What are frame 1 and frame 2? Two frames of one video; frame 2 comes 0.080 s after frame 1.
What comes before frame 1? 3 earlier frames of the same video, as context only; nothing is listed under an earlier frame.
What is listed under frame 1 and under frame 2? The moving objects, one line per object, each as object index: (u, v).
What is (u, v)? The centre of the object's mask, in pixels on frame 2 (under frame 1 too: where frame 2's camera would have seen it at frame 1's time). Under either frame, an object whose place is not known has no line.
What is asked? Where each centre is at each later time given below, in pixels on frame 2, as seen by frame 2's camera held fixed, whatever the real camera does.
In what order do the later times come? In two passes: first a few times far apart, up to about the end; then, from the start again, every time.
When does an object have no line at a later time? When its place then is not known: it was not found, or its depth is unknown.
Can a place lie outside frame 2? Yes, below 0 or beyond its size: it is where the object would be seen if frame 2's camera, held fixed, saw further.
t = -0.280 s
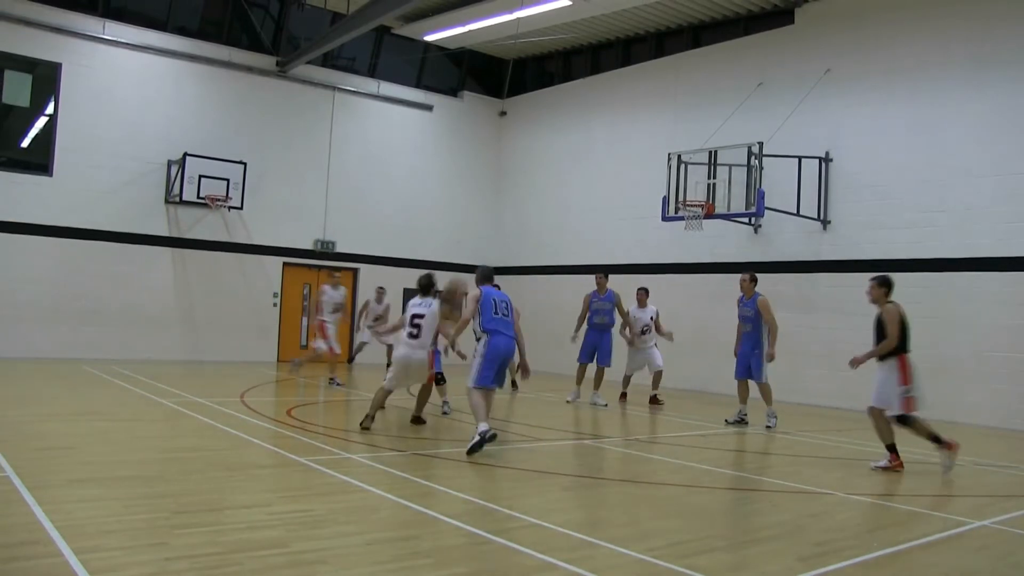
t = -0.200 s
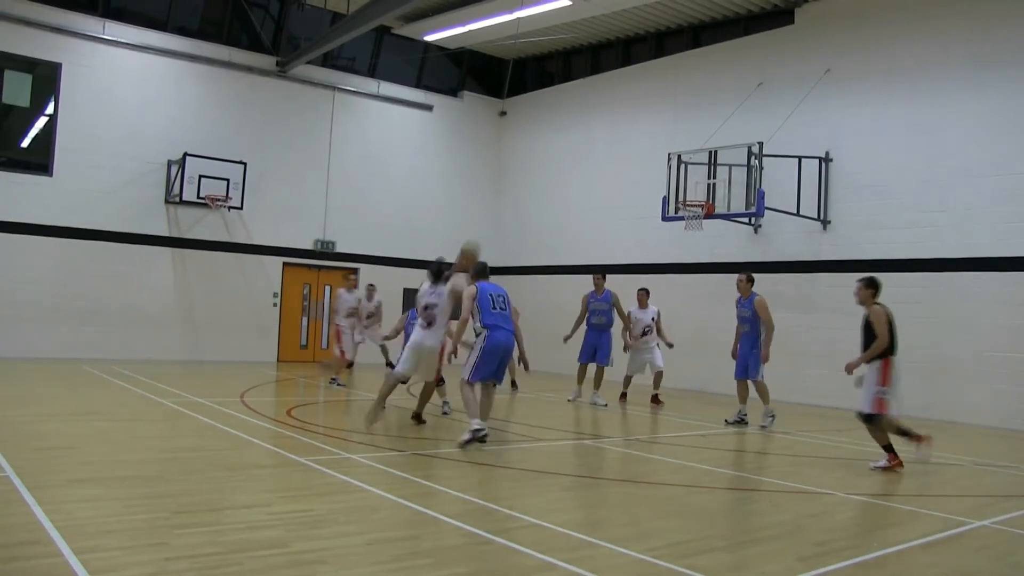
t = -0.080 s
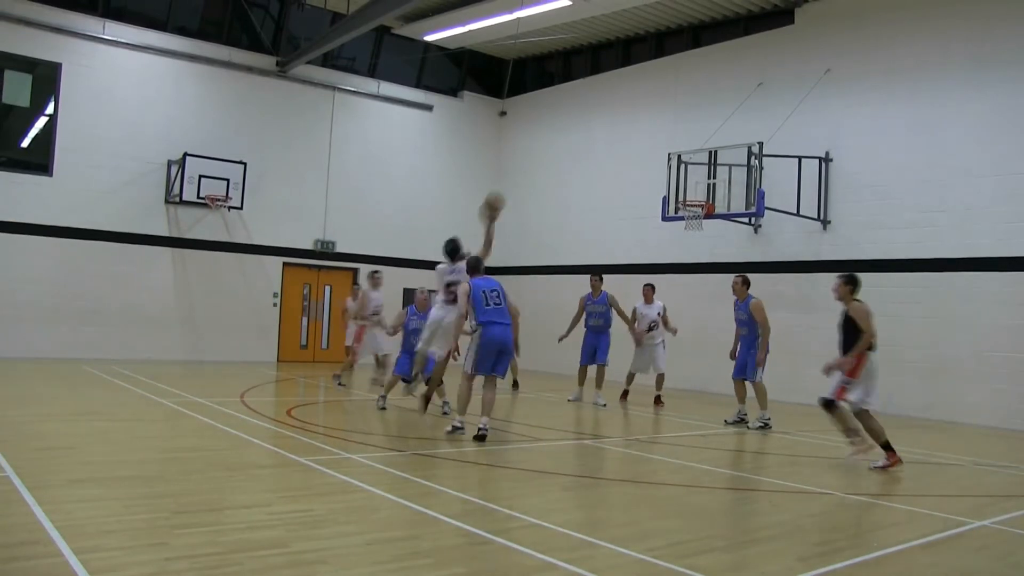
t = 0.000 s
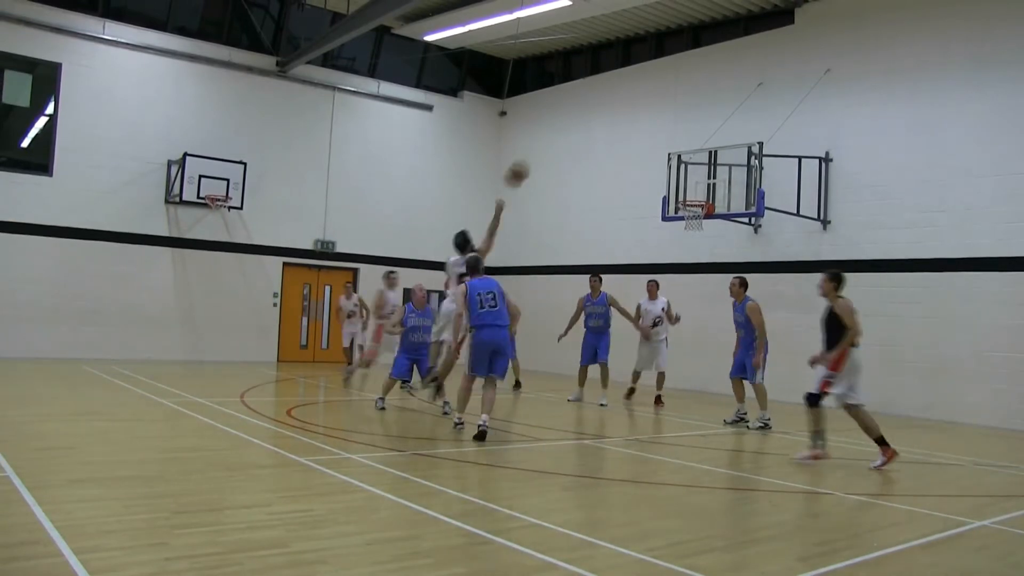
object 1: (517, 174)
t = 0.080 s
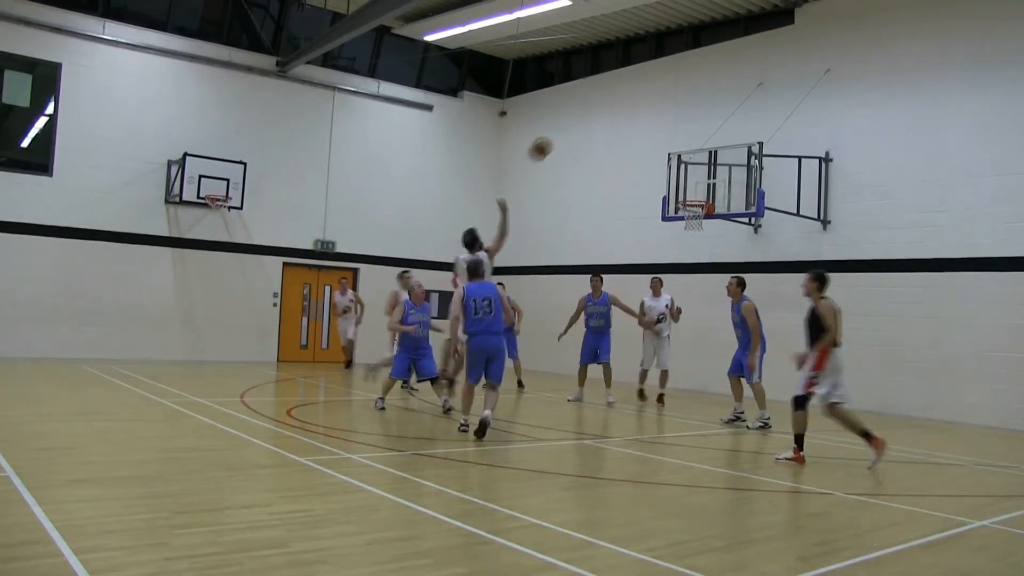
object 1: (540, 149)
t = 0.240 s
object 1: (582, 117)
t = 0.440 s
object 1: (626, 107)
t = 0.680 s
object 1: (671, 131)
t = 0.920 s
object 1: (706, 186)
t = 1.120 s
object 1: (690, 223)
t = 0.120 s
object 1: (551, 139)
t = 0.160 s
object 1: (561, 130)
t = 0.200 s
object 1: (571, 123)
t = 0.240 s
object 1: (582, 117)
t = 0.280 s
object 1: (591, 112)
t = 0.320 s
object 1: (600, 110)
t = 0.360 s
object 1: (610, 107)
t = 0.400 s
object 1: (618, 107)
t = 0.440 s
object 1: (626, 107)
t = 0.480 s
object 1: (634, 108)
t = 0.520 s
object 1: (642, 111)
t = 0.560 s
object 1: (649, 115)
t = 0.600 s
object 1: (657, 119)
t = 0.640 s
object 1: (664, 125)
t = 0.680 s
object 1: (671, 131)
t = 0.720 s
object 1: (678, 138)
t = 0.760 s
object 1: (684, 146)
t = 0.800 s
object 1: (691, 154)
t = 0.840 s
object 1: (697, 165)
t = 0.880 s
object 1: (701, 175)
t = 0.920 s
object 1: (706, 186)
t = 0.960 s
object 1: (699, 192)
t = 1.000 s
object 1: (693, 200)
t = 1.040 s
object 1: (688, 211)
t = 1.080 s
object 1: (689, 218)
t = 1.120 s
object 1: (690, 223)
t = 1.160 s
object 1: (692, 230)
